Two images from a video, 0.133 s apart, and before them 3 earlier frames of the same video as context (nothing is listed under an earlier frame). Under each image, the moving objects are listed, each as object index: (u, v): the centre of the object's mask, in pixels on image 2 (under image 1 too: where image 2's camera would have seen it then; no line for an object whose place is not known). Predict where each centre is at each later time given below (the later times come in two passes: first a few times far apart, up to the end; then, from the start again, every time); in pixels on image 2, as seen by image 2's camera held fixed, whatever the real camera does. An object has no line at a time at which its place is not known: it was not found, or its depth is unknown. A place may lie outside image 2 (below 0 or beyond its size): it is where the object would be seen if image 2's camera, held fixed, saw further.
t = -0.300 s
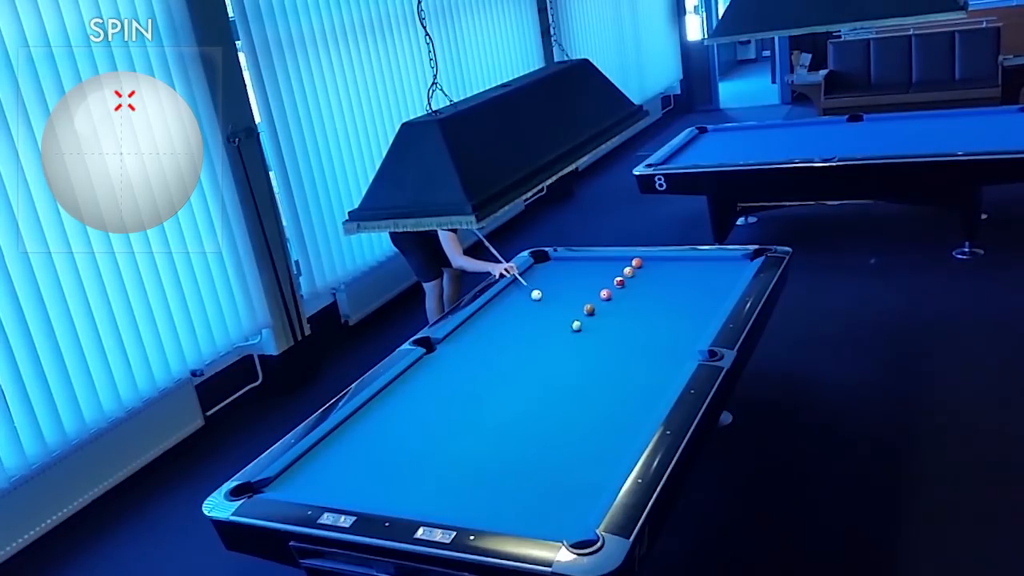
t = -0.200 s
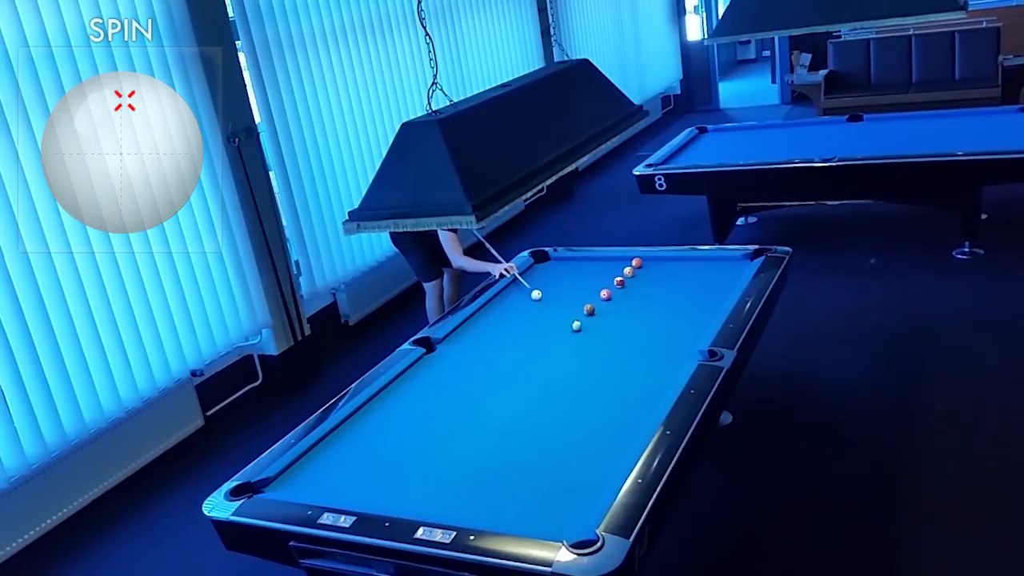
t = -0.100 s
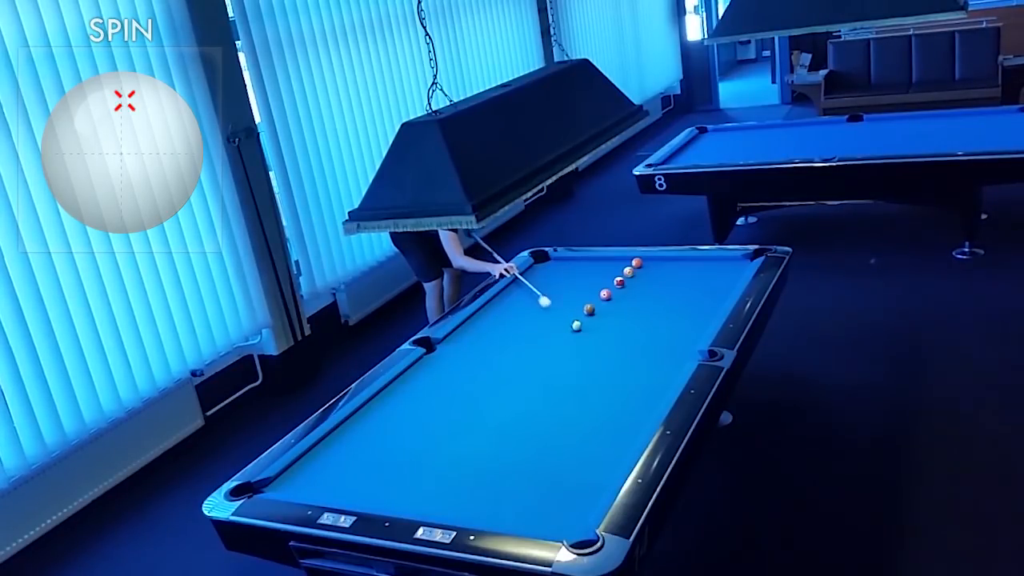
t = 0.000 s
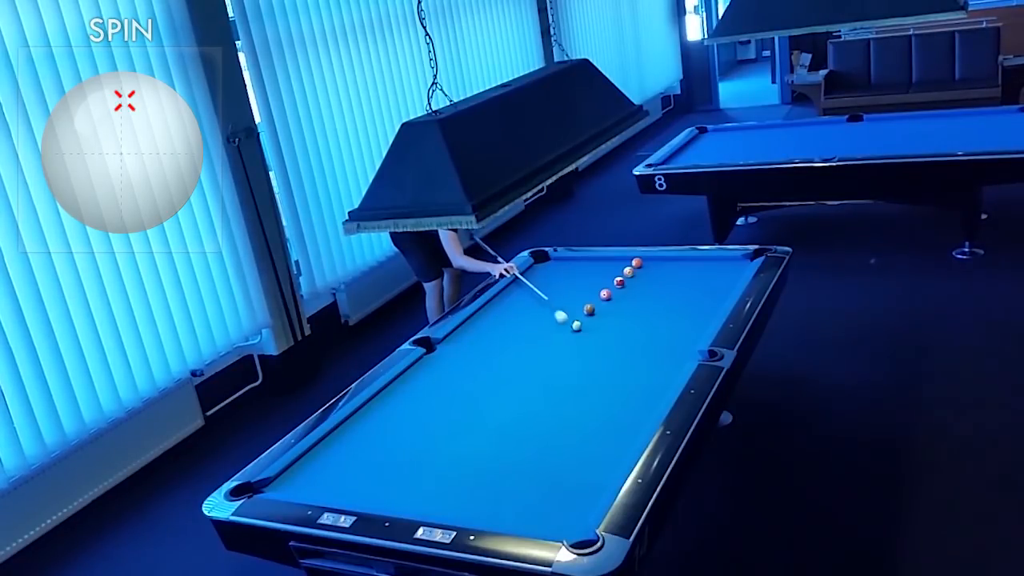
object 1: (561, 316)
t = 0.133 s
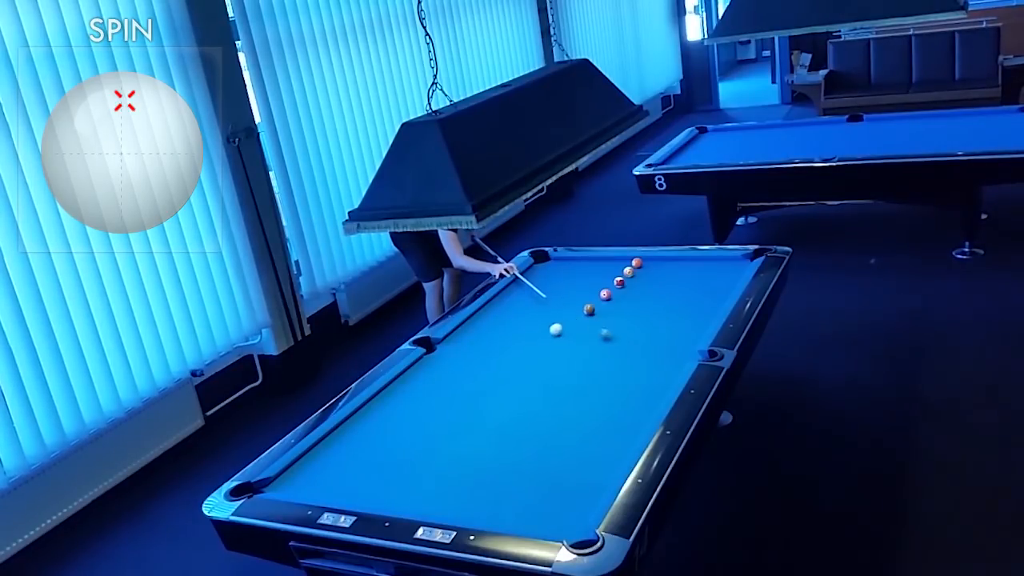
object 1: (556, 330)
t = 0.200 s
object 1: (550, 335)
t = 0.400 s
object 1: (537, 354)
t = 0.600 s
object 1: (524, 375)
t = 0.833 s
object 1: (509, 401)
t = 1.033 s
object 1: (493, 426)
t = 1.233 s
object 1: (477, 453)
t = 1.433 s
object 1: (459, 482)
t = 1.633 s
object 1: (443, 508)
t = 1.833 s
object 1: (464, 494)
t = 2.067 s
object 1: (487, 476)
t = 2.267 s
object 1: (504, 461)
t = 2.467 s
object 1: (520, 449)
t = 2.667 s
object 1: (535, 437)
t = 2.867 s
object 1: (548, 426)
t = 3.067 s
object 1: (561, 416)
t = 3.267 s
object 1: (572, 406)
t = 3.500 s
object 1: (584, 397)
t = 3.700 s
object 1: (594, 389)
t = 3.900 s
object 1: (603, 382)
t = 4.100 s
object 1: (612, 375)
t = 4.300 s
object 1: (619, 369)
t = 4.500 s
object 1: (626, 364)
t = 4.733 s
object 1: (633, 358)
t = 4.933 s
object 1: (639, 353)
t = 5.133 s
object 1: (645, 349)
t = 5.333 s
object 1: (650, 345)
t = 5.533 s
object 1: (654, 342)
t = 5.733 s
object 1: (658, 339)
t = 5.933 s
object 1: (662, 337)
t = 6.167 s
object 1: (665, 334)
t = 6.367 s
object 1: (668, 332)
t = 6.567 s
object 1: (670, 331)
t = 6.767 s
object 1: (672, 330)
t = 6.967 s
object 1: (673, 329)
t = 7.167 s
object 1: (674, 328)
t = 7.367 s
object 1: (674, 328)
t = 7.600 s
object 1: (674, 328)
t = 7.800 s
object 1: (674, 328)
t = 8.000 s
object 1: (674, 328)
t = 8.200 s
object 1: (674, 328)
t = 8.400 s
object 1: (674, 328)
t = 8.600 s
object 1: (674, 328)
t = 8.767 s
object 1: (674, 328)
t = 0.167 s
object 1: (552, 332)
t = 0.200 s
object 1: (550, 335)
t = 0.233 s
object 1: (547, 338)
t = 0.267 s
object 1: (545, 341)
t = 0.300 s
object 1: (543, 344)
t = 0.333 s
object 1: (541, 347)
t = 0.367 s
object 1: (539, 351)
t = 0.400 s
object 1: (537, 354)
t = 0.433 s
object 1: (535, 358)
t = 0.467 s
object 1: (533, 361)
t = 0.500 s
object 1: (531, 365)
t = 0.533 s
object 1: (529, 368)
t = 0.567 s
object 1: (526, 372)
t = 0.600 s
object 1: (524, 375)
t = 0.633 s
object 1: (522, 379)
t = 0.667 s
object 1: (520, 382)
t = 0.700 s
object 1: (518, 386)
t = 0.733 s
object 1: (515, 390)
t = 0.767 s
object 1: (513, 394)
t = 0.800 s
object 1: (511, 397)
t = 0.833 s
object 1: (509, 401)
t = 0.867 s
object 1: (506, 406)
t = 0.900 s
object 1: (504, 409)
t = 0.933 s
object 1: (501, 413)
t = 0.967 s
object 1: (499, 418)
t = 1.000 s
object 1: (496, 422)
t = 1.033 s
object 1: (493, 426)
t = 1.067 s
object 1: (491, 431)
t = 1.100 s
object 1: (488, 435)
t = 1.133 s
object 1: (486, 439)
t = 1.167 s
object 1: (483, 444)
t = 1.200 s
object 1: (480, 449)
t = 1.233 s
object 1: (477, 453)
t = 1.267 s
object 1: (474, 458)
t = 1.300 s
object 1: (471, 463)
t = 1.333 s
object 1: (468, 468)
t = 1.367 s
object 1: (465, 472)
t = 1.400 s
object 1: (462, 477)
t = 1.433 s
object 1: (459, 482)
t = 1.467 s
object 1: (456, 488)
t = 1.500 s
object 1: (453, 492)
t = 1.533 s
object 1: (449, 497)
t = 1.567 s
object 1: (446, 503)
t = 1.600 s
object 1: (443, 507)
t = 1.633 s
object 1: (443, 508)
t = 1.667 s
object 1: (447, 506)
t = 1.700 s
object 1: (451, 504)
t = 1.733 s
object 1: (454, 502)
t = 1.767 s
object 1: (458, 499)
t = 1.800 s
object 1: (461, 496)
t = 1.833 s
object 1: (464, 494)
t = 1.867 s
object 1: (468, 491)
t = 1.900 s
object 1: (471, 488)
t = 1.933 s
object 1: (474, 486)
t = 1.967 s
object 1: (477, 483)
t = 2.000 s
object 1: (480, 481)
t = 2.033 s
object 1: (483, 478)
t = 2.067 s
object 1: (487, 476)
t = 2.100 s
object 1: (490, 473)
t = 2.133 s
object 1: (493, 470)
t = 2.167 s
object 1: (496, 468)
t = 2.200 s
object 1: (498, 466)
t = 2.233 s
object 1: (501, 464)
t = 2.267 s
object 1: (504, 461)
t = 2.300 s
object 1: (507, 459)
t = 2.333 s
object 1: (510, 457)
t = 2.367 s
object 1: (512, 455)
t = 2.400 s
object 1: (515, 453)
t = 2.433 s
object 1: (517, 451)
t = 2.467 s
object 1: (520, 449)
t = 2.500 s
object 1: (523, 446)
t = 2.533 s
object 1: (525, 444)
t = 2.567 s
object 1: (528, 443)
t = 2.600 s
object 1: (530, 440)
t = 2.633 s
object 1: (533, 439)
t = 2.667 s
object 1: (535, 437)
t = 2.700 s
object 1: (537, 435)
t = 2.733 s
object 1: (540, 433)
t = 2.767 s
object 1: (542, 431)
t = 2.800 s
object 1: (544, 429)
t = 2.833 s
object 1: (546, 427)
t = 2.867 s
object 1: (548, 426)
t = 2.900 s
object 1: (550, 424)
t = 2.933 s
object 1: (553, 422)
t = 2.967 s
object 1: (555, 421)
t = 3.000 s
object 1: (557, 419)
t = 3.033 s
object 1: (559, 417)
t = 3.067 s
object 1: (561, 416)
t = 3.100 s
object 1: (563, 414)
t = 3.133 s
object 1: (565, 412)
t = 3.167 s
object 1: (567, 411)
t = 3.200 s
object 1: (568, 410)
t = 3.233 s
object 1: (570, 408)
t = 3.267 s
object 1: (572, 406)
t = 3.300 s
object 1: (574, 405)
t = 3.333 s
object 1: (576, 403)
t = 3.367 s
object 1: (578, 402)
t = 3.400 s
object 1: (580, 401)
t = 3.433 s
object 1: (581, 399)
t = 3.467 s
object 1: (583, 398)
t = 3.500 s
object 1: (584, 397)
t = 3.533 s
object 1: (586, 395)
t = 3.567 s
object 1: (588, 394)
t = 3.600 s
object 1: (589, 393)
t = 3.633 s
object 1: (591, 391)
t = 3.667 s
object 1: (593, 390)
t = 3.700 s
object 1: (594, 389)
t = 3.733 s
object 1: (596, 388)
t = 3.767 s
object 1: (597, 386)
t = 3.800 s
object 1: (599, 385)
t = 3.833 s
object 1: (600, 384)
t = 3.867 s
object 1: (602, 383)
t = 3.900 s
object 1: (603, 382)
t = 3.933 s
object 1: (605, 381)
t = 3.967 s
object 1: (606, 379)
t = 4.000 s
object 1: (607, 378)
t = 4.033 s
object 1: (609, 378)
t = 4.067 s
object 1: (610, 376)
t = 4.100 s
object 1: (612, 375)
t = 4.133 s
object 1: (613, 374)
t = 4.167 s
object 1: (614, 373)
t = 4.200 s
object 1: (615, 372)
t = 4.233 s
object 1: (616, 371)
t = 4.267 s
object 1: (617, 370)
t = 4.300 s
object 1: (619, 369)
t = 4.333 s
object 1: (620, 368)
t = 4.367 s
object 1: (621, 367)
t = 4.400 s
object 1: (623, 366)
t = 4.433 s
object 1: (623, 365)
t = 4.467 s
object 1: (625, 365)
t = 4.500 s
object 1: (626, 364)
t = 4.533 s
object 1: (627, 363)
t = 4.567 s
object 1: (629, 362)
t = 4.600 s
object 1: (629, 361)
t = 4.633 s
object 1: (630, 360)
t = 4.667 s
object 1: (631, 359)
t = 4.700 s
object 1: (632, 359)
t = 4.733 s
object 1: (633, 358)
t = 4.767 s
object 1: (634, 357)
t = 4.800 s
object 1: (636, 356)
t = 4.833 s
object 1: (636, 356)
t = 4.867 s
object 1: (637, 355)
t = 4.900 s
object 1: (638, 354)
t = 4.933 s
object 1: (639, 353)
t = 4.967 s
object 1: (640, 353)
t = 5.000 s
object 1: (641, 352)
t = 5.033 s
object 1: (642, 351)
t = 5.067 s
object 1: (643, 350)
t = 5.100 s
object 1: (644, 349)
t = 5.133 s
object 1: (645, 349)
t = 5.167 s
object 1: (645, 348)
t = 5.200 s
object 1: (646, 348)
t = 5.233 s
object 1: (647, 347)
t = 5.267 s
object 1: (648, 347)
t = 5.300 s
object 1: (649, 346)
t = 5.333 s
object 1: (650, 345)
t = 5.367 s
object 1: (651, 345)
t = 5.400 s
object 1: (652, 344)
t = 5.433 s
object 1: (652, 344)
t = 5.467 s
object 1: (653, 343)
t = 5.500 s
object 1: (654, 343)
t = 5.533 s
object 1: (654, 342)
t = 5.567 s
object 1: (655, 342)
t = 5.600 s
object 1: (656, 341)
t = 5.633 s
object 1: (656, 341)
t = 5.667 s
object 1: (657, 340)
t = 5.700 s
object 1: (657, 339)
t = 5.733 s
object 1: (658, 339)
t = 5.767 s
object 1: (659, 339)
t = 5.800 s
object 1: (659, 338)
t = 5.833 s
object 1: (660, 338)
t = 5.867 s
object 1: (660, 337)
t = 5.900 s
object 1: (661, 337)
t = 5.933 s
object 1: (662, 337)
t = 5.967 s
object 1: (662, 336)
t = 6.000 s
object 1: (663, 336)
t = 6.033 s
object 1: (663, 336)
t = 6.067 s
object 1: (664, 335)
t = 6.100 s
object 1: (664, 335)
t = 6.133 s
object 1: (664, 334)
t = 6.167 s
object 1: (665, 334)
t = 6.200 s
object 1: (665, 334)
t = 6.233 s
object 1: (666, 333)
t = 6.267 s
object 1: (666, 333)
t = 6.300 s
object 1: (667, 333)
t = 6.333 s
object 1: (667, 332)
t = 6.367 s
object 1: (668, 332)
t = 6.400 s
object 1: (668, 332)
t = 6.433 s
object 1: (669, 332)
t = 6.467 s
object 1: (669, 331)
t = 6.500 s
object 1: (669, 331)
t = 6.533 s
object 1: (670, 331)
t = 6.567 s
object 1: (670, 331)
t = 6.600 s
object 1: (671, 331)
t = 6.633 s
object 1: (671, 330)
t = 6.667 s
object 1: (671, 330)
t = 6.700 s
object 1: (671, 330)
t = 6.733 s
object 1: (672, 330)
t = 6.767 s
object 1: (672, 330)
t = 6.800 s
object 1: (672, 329)
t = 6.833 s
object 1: (673, 329)
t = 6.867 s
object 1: (673, 329)
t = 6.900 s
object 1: (673, 329)
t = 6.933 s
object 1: (673, 329)
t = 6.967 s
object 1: (673, 329)
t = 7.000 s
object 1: (673, 329)
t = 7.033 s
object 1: (673, 328)
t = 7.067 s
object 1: (673, 328)
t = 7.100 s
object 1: (674, 328)
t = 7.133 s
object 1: (674, 328)
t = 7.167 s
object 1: (674, 328)
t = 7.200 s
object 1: (674, 328)
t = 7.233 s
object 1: (674, 328)
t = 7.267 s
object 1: (674, 328)
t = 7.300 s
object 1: (674, 328)
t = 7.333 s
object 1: (674, 328)
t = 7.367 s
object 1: (674, 328)
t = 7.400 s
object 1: (674, 328)
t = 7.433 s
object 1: (674, 328)
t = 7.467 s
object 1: (674, 328)
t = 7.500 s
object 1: (674, 328)
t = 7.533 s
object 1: (674, 328)
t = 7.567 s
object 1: (674, 328)
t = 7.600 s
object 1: (674, 328)
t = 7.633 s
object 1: (674, 328)
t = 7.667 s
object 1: (674, 328)
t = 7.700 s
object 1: (674, 328)
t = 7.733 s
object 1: (674, 328)
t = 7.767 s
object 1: (674, 328)
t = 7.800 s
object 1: (674, 328)
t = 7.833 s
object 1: (674, 328)
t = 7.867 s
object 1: (674, 328)
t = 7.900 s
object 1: (674, 328)
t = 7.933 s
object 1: (674, 328)
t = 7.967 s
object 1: (674, 328)
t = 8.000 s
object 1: (674, 328)
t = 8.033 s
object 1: (674, 328)
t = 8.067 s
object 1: (674, 328)
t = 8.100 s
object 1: (674, 328)
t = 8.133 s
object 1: (674, 328)
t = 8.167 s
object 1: (674, 328)
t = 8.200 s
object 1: (674, 328)
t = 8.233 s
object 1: (674, 328)
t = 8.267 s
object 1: (674, 328)
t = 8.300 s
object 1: (674, 328)
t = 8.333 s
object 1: (674, 328)
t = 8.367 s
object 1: (674, 328)
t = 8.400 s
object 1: (674, 328)
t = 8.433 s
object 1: (674, 328)
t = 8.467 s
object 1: (674, 328)
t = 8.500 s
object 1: (674, 328)
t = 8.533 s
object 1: (674, 328)
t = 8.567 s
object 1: (674, 328)
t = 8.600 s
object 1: (674, 328)
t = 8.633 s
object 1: (674, 328)
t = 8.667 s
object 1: (674, 328)
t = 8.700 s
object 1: (674, 328)
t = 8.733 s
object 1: (674, 328)
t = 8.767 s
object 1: (674, 328)
